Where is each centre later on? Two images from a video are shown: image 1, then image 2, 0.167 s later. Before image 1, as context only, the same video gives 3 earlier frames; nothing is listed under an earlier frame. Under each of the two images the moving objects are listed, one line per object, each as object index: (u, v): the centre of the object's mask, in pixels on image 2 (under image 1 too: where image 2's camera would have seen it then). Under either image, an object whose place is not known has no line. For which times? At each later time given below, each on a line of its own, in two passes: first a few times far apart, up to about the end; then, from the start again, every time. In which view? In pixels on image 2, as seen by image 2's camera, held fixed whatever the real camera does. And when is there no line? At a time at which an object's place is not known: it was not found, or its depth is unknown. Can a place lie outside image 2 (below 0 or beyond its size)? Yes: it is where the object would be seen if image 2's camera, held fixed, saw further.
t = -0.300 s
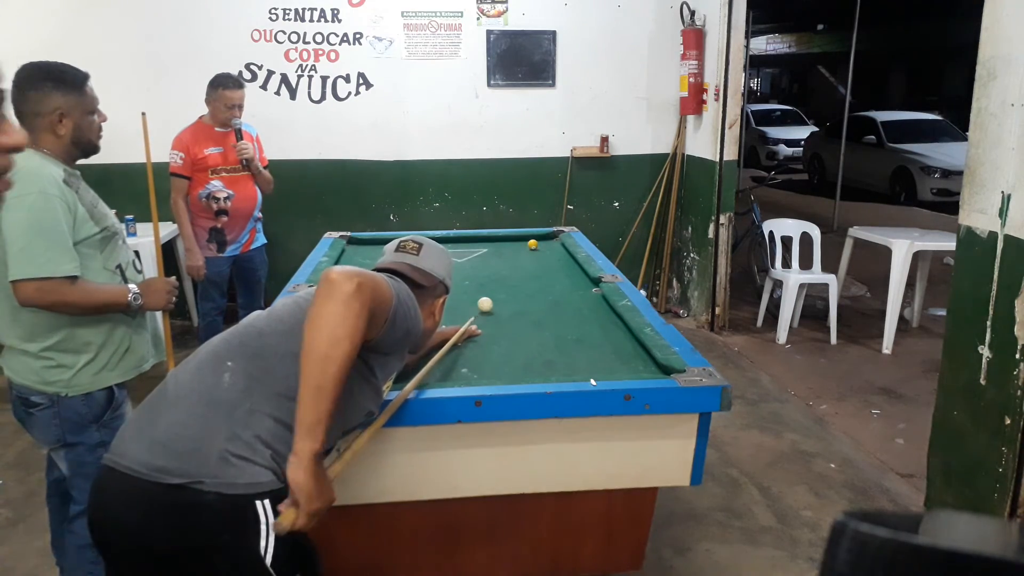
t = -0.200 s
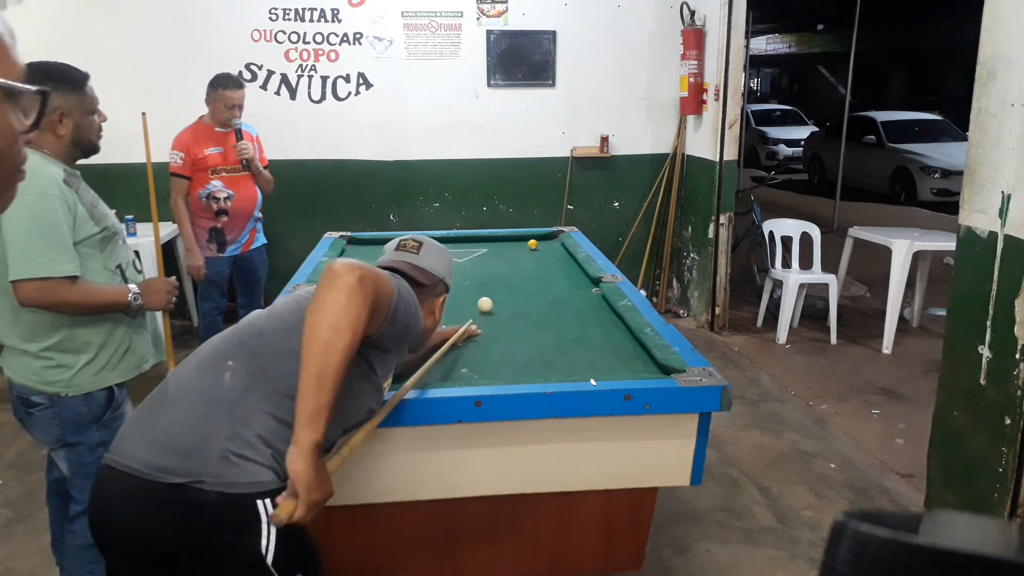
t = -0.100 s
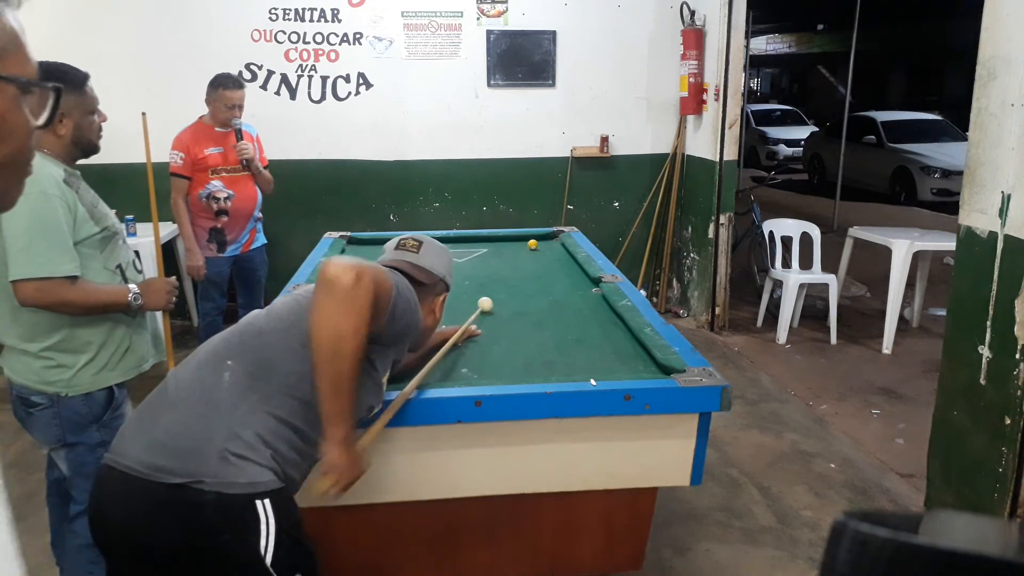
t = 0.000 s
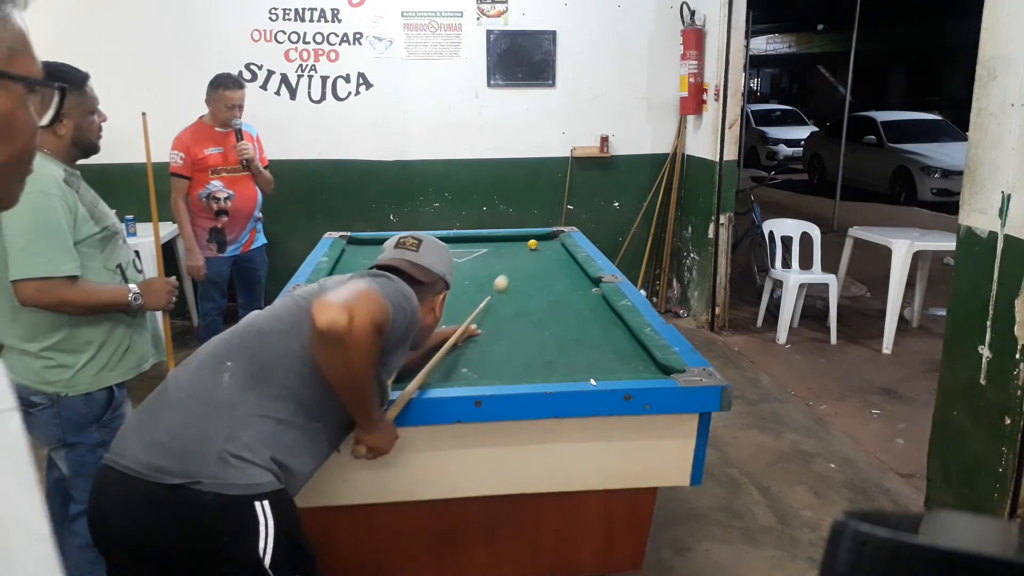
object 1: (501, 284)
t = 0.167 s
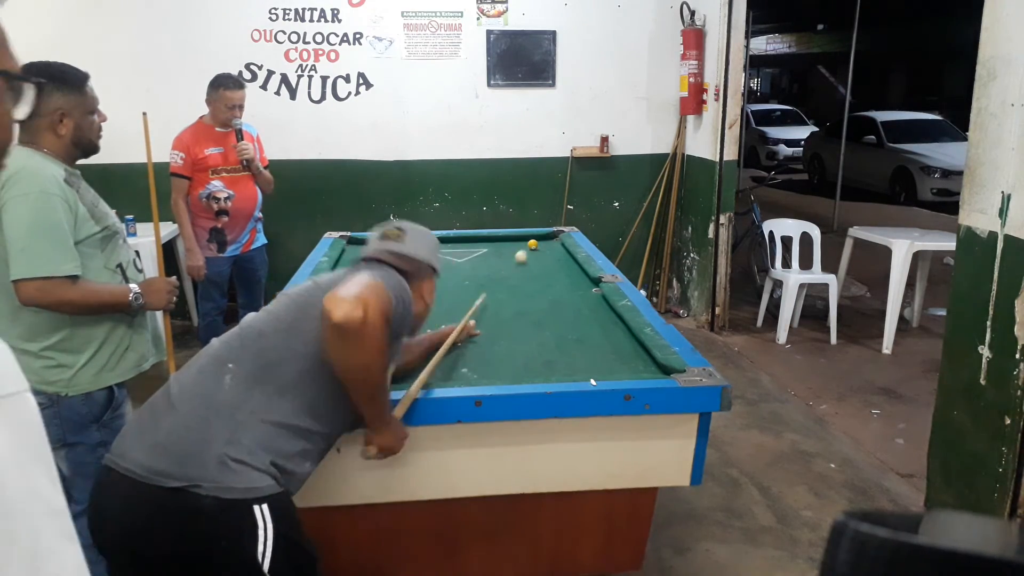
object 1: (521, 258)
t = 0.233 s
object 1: (527, 250)
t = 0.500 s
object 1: (522, 237)
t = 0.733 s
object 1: (499, 245)
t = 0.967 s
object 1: (476, 252)
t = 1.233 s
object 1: (449, 262)
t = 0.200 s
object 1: (524, 253)
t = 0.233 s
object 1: (527, 250)
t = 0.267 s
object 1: (529, 247)
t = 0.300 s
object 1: (527, 246)
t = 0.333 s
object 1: (526, 244)
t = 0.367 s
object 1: (525, 243)
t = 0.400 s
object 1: (524, 242)
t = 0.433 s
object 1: (523, 241)
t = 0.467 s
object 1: (522, 239)
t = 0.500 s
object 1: (522, 237)
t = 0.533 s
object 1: (519, 237)
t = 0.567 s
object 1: (514, 239)
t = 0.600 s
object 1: (511, 241)
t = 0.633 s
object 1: (508, 242)
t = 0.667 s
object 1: (505, 243)
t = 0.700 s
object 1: (502, 244)
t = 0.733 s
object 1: (499, 245)
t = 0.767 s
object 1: (496, 246)
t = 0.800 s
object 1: (492, 247)
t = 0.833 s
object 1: (489, 248)
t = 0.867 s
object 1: (486, 249)
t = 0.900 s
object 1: (483, 250)
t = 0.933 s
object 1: (480, 251)
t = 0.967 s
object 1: (476, 252)
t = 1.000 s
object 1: (473, 254)
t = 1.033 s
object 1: (470, 255)
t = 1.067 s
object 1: (466, 256)
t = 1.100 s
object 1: (463, 257)
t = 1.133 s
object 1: (460, 259)
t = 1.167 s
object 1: (456, 259)
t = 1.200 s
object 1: (453, 261)
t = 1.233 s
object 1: (449, 262)
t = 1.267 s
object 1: (446, 263)
